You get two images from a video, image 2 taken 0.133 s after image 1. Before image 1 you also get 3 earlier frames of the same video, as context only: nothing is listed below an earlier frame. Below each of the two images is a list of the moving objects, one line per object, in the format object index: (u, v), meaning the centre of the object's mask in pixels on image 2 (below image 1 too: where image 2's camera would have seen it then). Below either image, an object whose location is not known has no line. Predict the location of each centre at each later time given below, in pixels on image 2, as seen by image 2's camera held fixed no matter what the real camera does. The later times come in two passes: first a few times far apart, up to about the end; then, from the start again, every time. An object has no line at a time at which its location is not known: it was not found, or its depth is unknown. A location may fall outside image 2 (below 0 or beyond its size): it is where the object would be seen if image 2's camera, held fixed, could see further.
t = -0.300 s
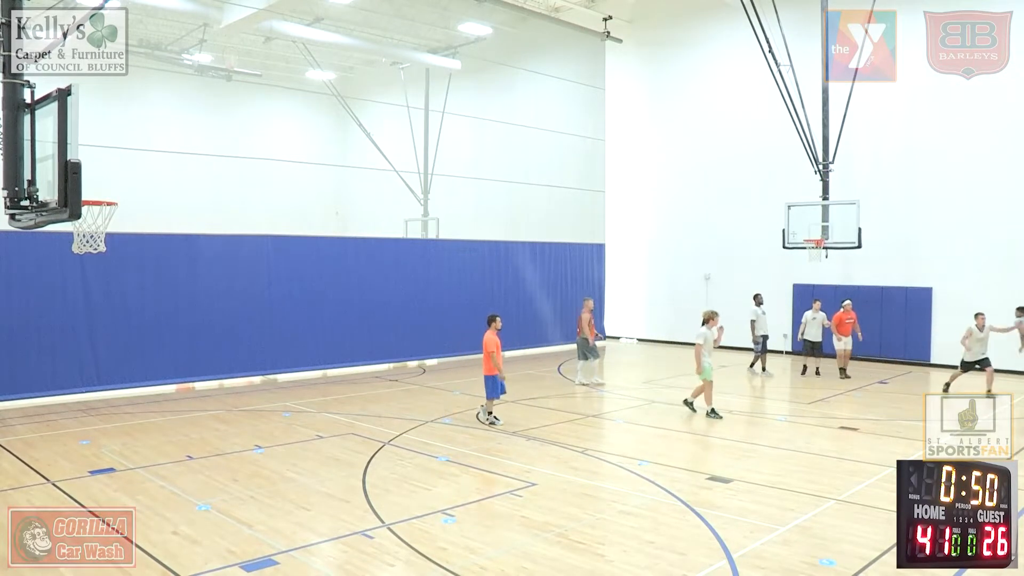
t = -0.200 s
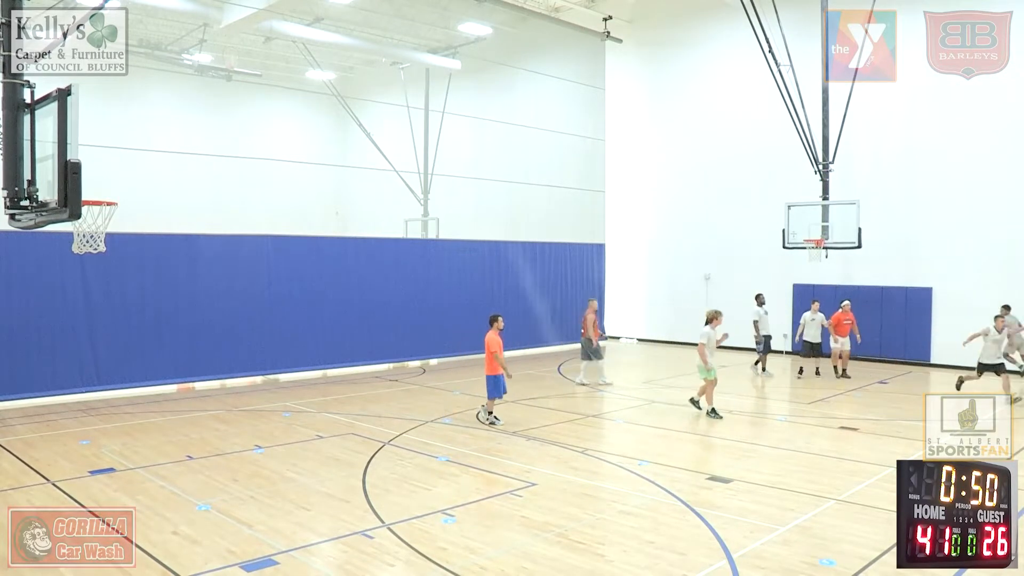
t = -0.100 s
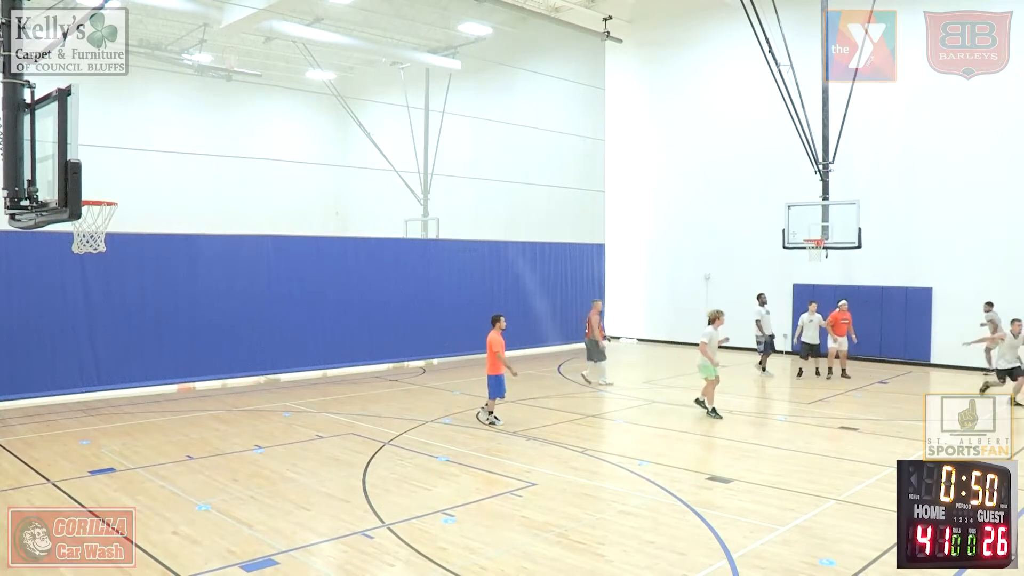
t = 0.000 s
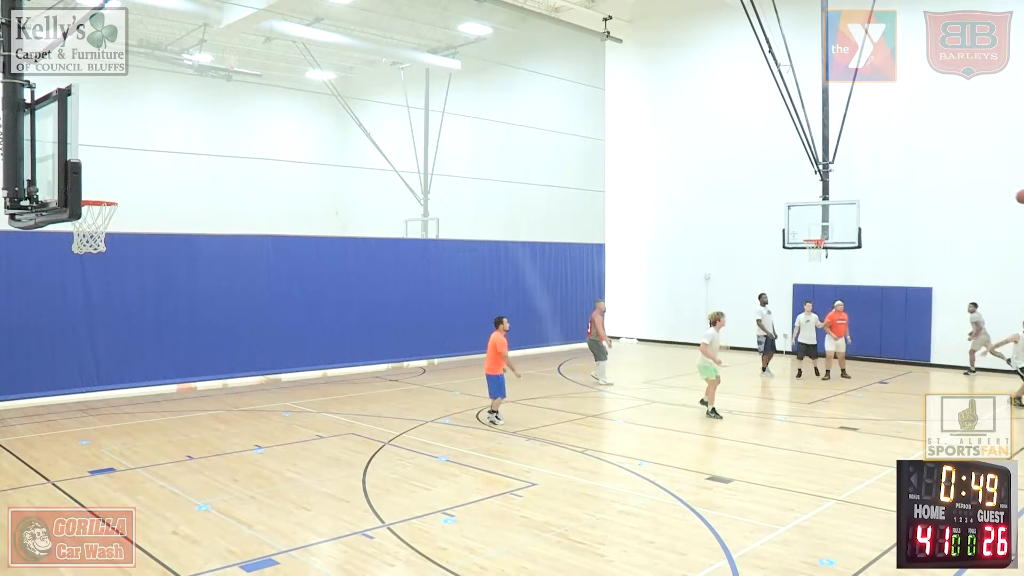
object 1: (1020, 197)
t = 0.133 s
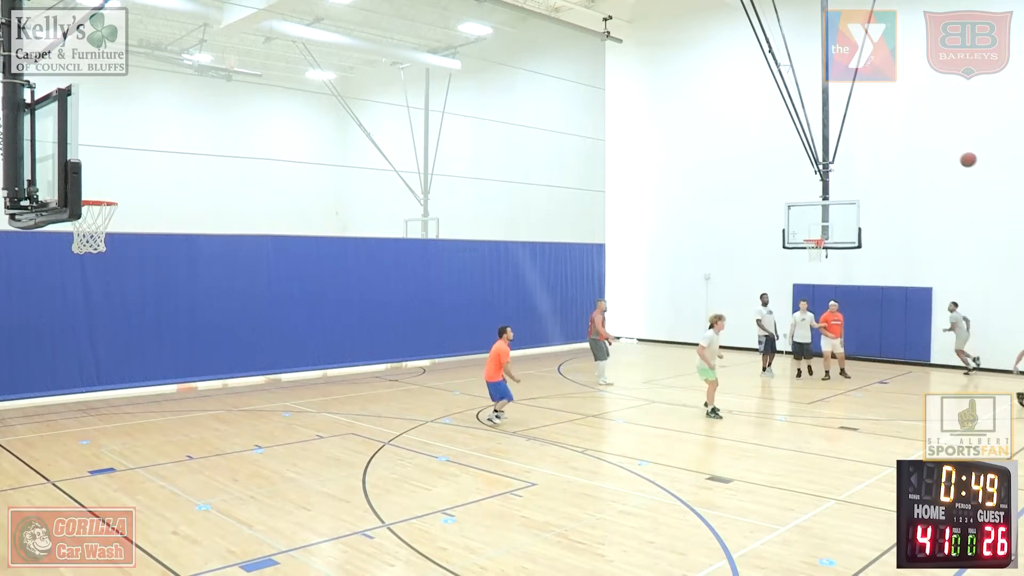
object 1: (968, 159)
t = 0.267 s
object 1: (911, 132)
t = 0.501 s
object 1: (805, 108)
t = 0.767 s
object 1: (674, 123)
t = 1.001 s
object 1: (551, 178)
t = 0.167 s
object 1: (954, 152)
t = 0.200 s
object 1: (940, 144)
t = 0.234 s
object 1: (925, 138)
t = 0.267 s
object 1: (911, 132)
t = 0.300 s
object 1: (896, 126)
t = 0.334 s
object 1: (881, 122)
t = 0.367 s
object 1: (866, 118)
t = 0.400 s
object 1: (851, 114)
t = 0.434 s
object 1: (836, 111)
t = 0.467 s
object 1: (820, 109)
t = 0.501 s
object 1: (805, 108)
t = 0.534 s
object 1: (789, 107)
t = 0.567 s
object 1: (773, 107)
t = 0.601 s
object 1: (757, 108)
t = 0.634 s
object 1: (741, 110)
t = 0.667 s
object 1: (725, 112)
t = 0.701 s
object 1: (708, 115)
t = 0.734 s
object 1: (691, 118)
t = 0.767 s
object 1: (674, 123)
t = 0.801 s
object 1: (657, 129)
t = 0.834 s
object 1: (640, 135)
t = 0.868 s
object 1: (623, 142)
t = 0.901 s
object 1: (605, 150)
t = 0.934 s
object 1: (587, 158)
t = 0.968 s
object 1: (569, 168)
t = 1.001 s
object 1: (551, 178)
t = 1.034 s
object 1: (533, 190)
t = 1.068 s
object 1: (514, 202)
